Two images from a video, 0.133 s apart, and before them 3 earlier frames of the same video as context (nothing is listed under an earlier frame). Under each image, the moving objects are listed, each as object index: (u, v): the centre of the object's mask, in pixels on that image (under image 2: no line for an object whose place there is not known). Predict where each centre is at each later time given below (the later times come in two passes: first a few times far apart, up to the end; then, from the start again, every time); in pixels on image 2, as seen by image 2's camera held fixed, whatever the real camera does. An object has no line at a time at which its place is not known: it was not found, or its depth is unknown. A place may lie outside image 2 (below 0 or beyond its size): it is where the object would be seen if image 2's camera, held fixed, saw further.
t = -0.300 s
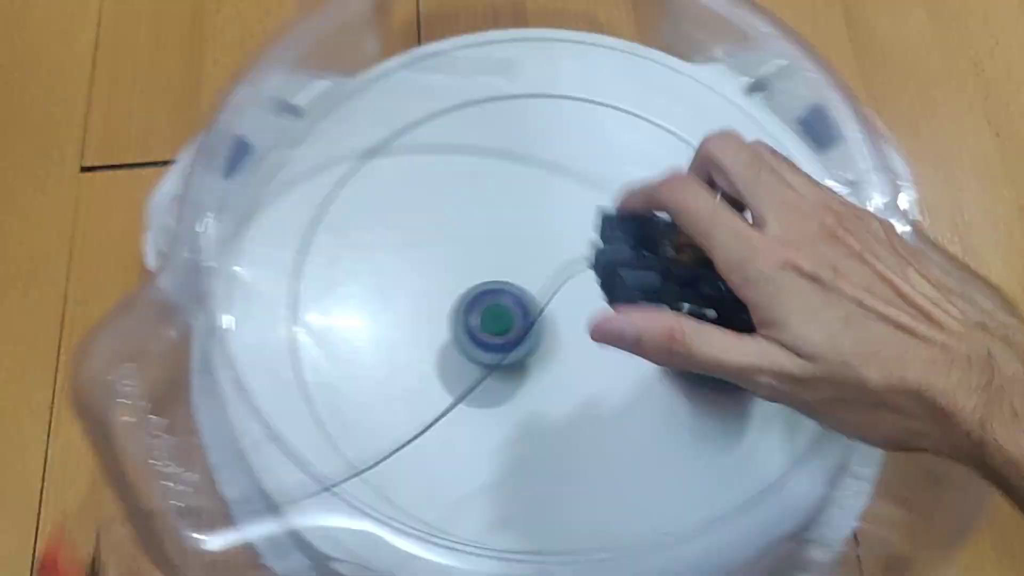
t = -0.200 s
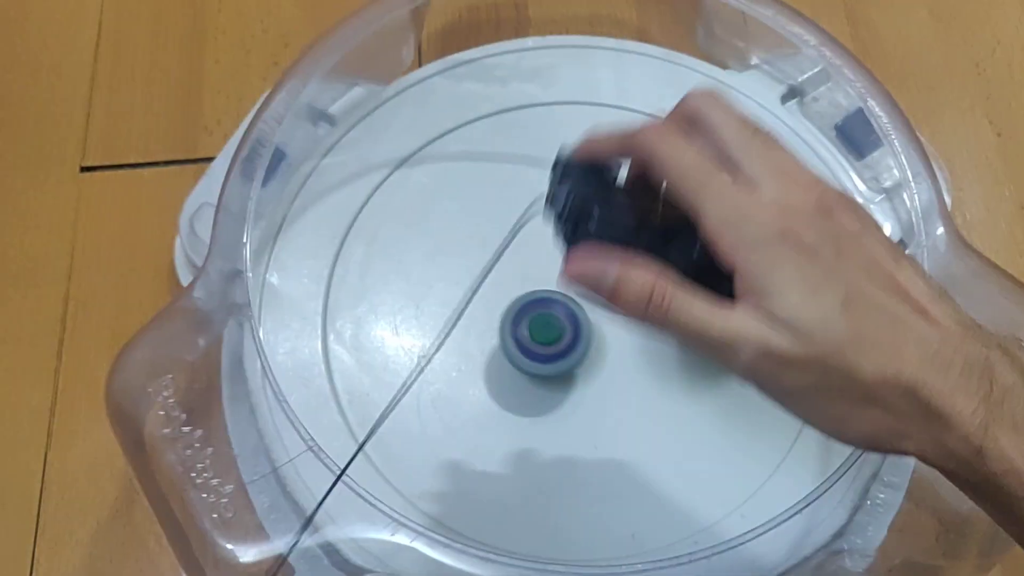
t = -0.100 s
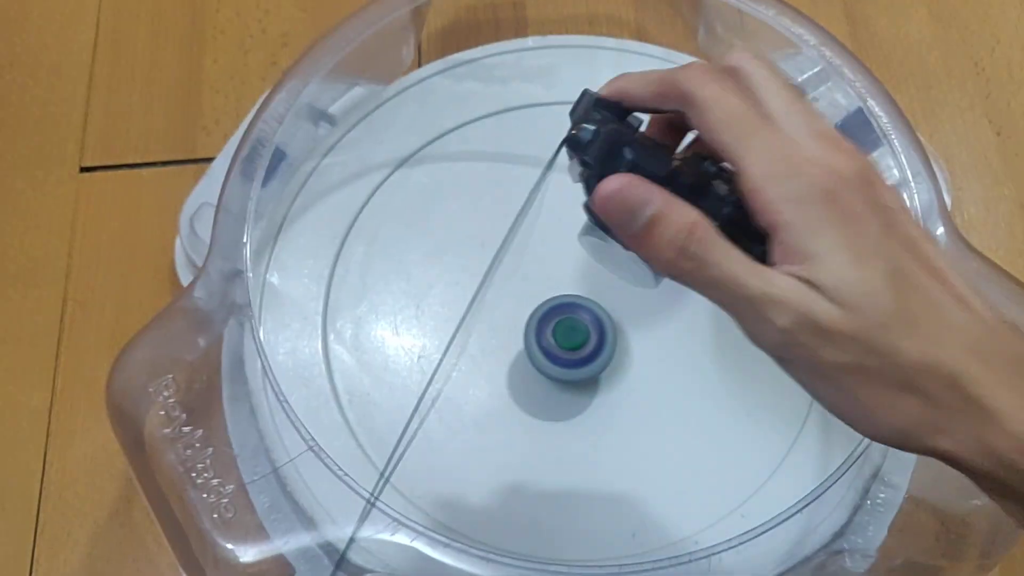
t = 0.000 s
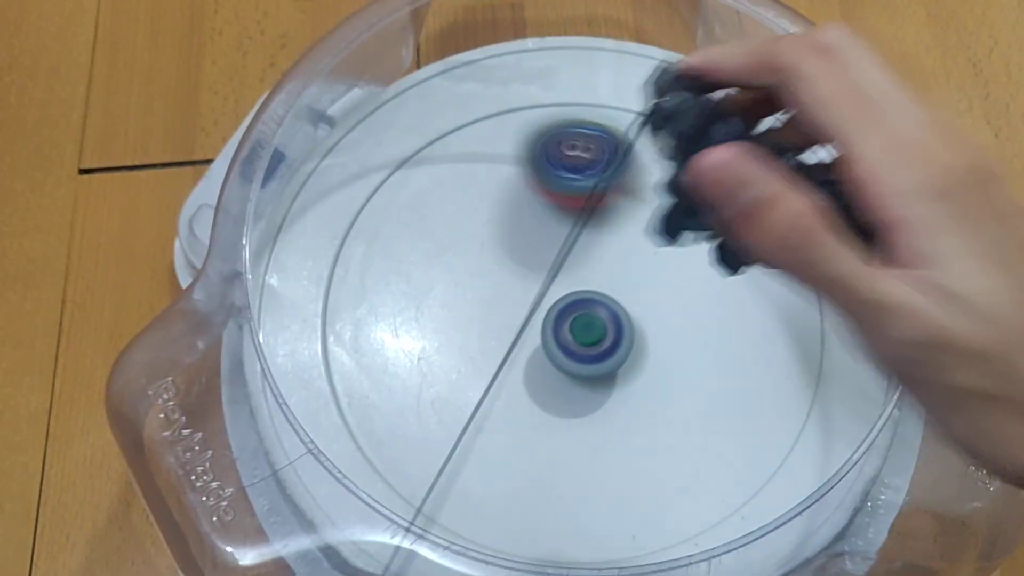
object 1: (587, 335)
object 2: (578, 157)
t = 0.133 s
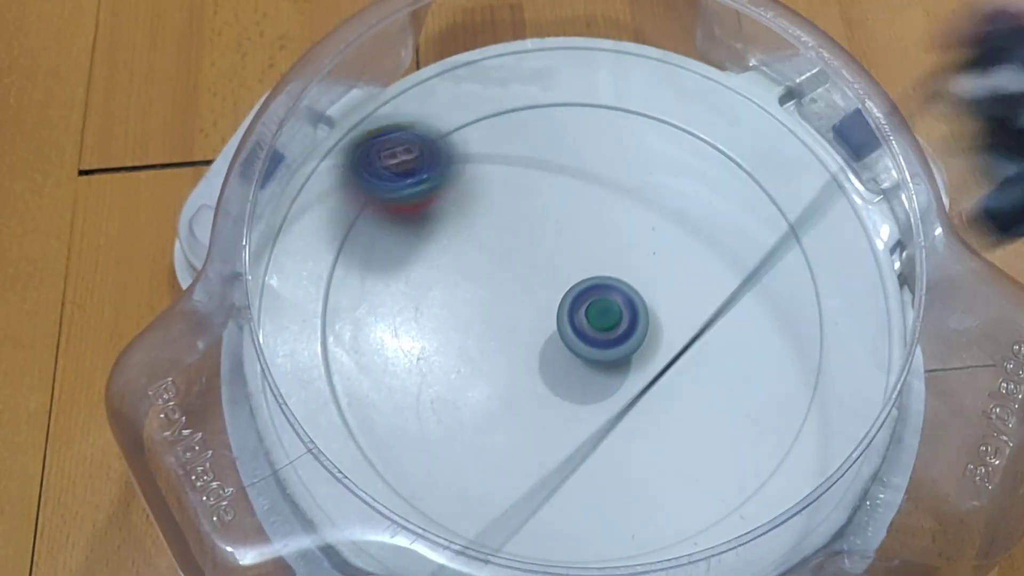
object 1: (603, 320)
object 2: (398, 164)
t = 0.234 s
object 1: (609, 307)
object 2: (304, 248)
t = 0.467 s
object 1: (602, 281)
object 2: (286, 538)
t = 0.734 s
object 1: (577, 278)
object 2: (205, 414)
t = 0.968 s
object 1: (556, 304)
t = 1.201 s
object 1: (557, 336)
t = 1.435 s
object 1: (582, 355)
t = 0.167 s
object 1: (605, 316)
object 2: (354, 178)
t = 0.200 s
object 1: (607, 311)
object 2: (319, 201)
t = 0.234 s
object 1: (609, 307)
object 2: (304, 248)
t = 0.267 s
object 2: (295, 287)
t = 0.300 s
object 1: (609, 301)
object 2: (289, 336)
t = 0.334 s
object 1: (608, 297)
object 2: (285, 384)
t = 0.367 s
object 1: (607, 293)
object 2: (286, 432)
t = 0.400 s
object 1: (606, 289)
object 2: (295, 480)
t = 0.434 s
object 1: (605, 285)
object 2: (298, 526)
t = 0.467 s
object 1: (602, 281)
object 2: (286, 538)
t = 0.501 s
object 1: (599, 276)
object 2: (270, 524)
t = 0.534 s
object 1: (598, 276)
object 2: (256, 506)
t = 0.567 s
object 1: (597, 276)
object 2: (248, 496)
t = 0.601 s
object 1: (593, 275)
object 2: (242, 480)
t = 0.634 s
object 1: (588, 276)
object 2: (232, 466)
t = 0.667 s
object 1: (583, 275)
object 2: (210, 452)
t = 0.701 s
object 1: (581, 276)
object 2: (204, 427)
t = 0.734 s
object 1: (577, 278)
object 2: (205, 414)
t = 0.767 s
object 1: (571, 280)
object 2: (212, 417)
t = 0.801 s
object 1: (567, 282)
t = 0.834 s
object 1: (564, 285)
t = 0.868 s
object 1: (561, 289)
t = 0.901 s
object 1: (558, 294)
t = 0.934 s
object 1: (556, 299)
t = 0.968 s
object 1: (556, 304)
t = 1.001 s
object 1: (556, 309)
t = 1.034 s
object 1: (555, 315)
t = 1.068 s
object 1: (555, 320)
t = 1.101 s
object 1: (556, 325)
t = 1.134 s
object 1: (556, 329)
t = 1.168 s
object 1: (558, 333)
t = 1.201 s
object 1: (557, 336)
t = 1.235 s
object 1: (557, 341)
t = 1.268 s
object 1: (562, 347)
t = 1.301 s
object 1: (566, 352)
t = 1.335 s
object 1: (570, 352)
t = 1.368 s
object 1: (573, 353)
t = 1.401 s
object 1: (577, 354)
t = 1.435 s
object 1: (582, 355)
